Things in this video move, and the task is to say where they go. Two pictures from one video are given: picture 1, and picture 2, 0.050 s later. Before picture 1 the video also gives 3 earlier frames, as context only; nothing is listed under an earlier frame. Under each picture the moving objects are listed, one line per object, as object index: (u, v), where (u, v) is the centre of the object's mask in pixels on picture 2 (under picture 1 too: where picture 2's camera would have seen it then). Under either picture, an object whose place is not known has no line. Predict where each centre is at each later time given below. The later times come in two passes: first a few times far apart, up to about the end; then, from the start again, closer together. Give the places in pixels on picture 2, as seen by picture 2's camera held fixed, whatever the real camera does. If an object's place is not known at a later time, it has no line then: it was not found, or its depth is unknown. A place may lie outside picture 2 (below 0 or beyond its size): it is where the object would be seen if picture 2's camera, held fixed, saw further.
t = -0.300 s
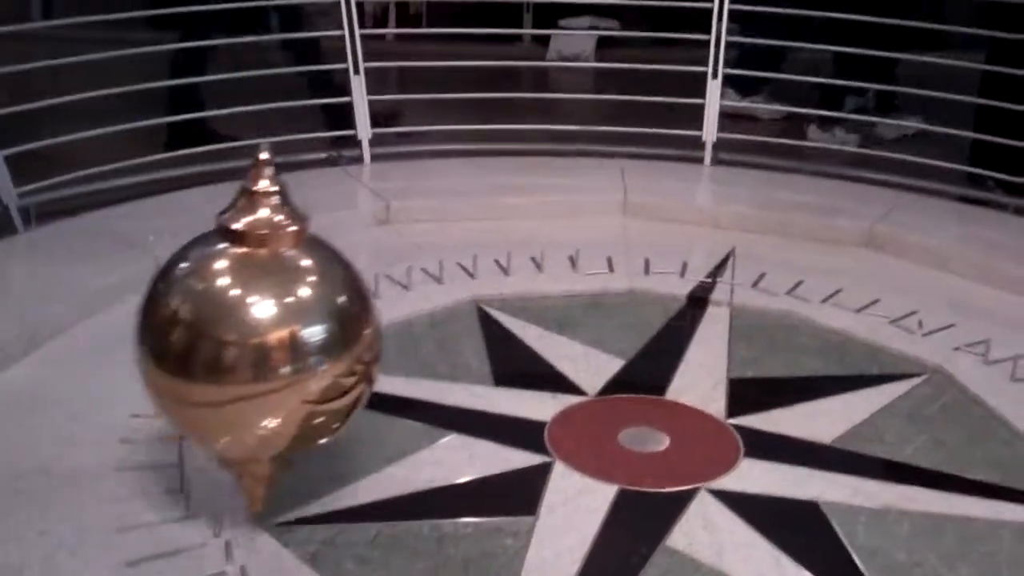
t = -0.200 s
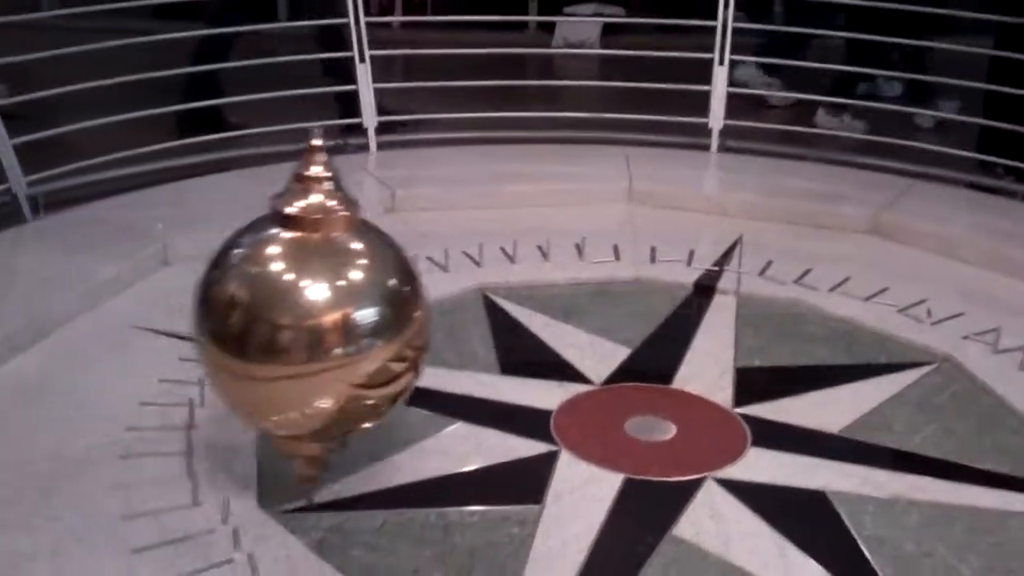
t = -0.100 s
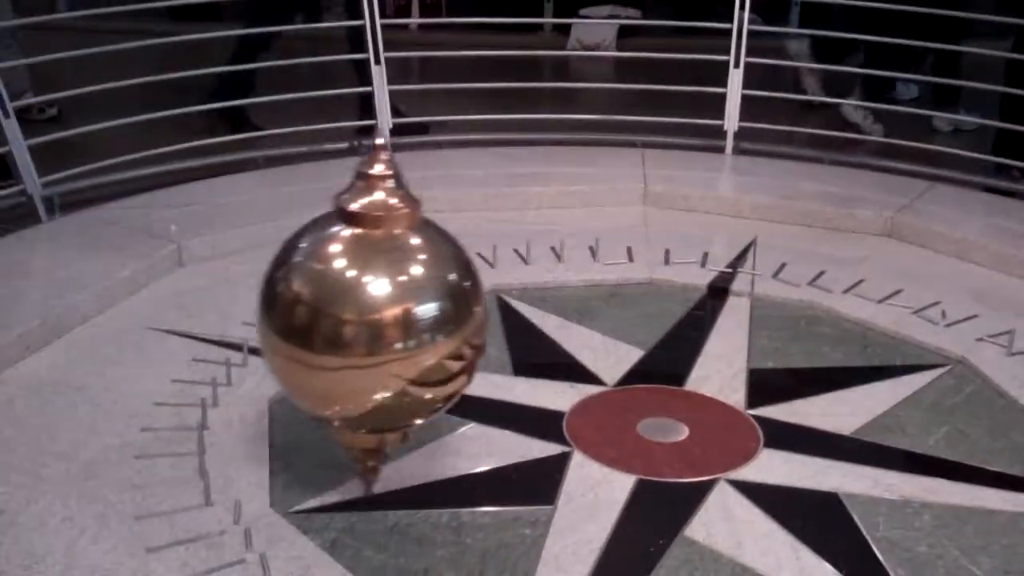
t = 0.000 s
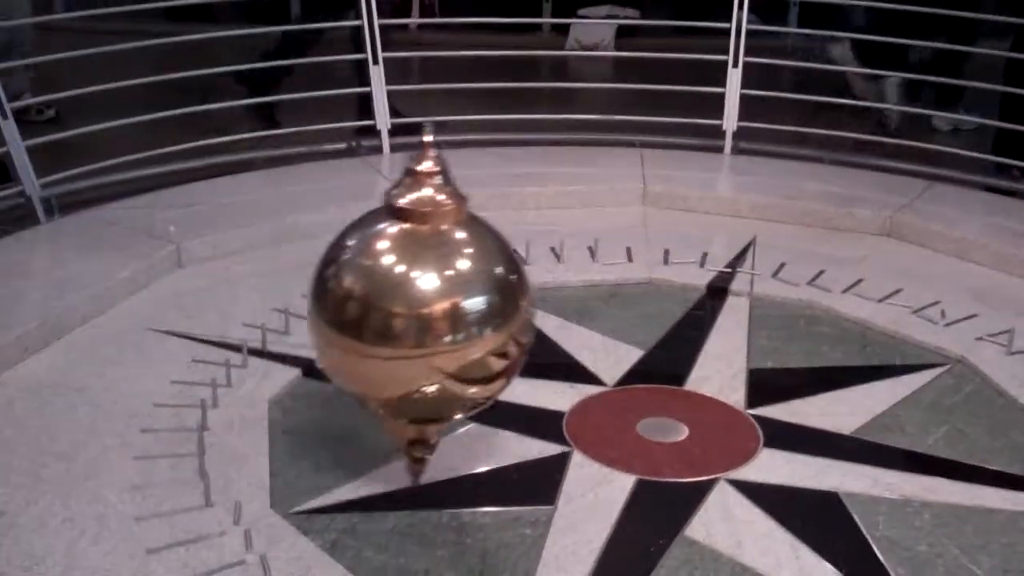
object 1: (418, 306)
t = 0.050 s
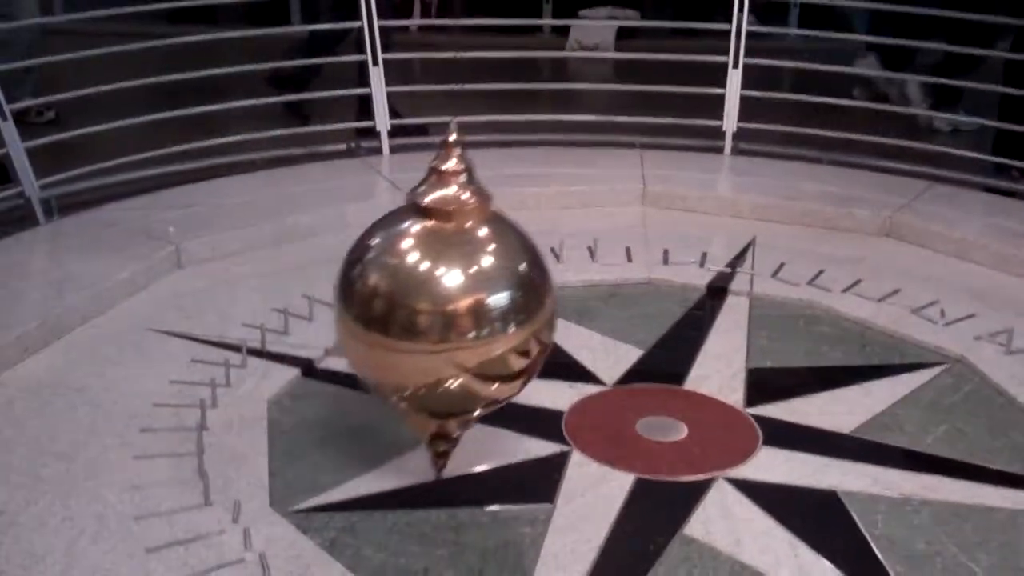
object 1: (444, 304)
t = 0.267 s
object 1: (555, 286)
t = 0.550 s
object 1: (684, 264)
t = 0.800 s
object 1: (791, 240)
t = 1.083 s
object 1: (885, 218)
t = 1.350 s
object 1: (960, 198)
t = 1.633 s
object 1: (1015, 181)
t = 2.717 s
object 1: (1001, 184)
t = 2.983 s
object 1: (941, 201)
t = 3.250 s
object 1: (861, 222)
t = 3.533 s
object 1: (755, 247)
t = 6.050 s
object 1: (262, 327)
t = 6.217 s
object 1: (330, 318)
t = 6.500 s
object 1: (468, 301)
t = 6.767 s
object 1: (596, 278)
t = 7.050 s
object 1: (723, 254)
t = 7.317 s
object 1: (828, 232)
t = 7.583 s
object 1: (914, 213)
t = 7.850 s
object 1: (981, 197)
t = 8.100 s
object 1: (1022, 187)
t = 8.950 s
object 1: (1023, 187)
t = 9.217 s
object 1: (978, 197)
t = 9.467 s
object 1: (916, 211)
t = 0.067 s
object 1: (453, 303)
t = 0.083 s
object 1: (462, 301)
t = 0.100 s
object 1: (472, 300)
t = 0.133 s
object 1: (489, 296)
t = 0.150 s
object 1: (497, 294)
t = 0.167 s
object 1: (505, 294)
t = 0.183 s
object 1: (513, 293)
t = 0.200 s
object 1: (522, 292)
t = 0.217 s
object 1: (530, 290)
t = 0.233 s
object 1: (538, 289)
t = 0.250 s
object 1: (546, 288)
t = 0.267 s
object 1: (555, 286)
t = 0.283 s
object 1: (562, 284)
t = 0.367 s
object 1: (599, 278)
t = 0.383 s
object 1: (607, 277)
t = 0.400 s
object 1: (616, 274)
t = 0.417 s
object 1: (624, 273)
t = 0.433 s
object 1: (632, 273)
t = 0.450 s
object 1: (639, 271)
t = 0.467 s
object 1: (647, 269)
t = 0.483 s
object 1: (655, 266)
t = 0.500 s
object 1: (664, 265)
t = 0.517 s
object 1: (671, 265)
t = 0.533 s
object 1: (677, 265)
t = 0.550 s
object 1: (684, 264)
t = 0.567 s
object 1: (691, 261)
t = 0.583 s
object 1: (699, 258)
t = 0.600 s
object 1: (707, 256)
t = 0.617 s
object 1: (713, 257)
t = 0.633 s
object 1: (720, 256)
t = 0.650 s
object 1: (728, 252)
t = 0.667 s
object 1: (735, 251)
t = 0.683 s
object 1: (742, 251)
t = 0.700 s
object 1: (748, 250)
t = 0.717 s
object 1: (755, 249)
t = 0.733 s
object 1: (761, 247)
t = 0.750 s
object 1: (768, 246)
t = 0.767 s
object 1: (776, 244)
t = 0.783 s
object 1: (783, 241)
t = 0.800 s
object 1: (791, 240)
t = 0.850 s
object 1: (808, 236)
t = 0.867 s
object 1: (813, 234)
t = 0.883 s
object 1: (820, 233)
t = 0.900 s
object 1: (825, 232)
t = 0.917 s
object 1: (832, 231)
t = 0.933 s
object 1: (838, 229)
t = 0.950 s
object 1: (843, 228)
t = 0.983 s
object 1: (854, 226)
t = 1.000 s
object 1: (859, 224)
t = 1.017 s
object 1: (864, 222)
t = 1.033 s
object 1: (869, 221)
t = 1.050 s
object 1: (874, 220)
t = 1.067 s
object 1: (880, 219)
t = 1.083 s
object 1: (885, 218)
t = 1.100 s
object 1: (891, 216)
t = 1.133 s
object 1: (902, 212)
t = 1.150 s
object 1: (906, 211)
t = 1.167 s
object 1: (910, 210)
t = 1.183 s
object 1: (916, 209)
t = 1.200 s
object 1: (921, 207)
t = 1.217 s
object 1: (926, 207)
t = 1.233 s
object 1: (930, 206)
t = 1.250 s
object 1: (934, 204)
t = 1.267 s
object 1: (939, 202)
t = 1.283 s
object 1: (943, 201)
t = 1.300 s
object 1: (948, 201)
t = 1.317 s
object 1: (952, 200)
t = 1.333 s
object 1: (956, 199)
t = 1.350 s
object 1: (960, 198)
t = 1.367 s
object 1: (964, 196)
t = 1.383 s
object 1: (967, 195)
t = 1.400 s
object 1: (970, 193)
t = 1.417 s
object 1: (974, 192)
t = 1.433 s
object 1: (978, 192)
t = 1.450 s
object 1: (982, 192)
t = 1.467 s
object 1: (986, 191)
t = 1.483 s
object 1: (989, 190)
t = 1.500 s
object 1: (992, 189)
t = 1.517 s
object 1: (995, 188)
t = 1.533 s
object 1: (998, 187)
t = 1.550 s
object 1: (1001, 186)
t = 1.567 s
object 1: (1004, 185)
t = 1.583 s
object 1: (1007, 184)
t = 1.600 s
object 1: (1009, 183)
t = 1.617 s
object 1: (1012, 182)
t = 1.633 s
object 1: (1015, 181)
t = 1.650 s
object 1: (1018, 181)
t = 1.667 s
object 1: (1020, 180)
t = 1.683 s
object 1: (1022, 179)
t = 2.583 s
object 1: (1023, 177)
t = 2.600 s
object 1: (1020, 178)
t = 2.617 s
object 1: (1018, 179)
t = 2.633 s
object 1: (1015, 180)
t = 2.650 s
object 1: (1013, 181)
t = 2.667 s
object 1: (1009, 182)
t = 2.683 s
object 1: (1006, 183)
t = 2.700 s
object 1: (1004, 183)
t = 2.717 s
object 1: (1001, 184)
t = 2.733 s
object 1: (997, 186)
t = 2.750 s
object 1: (994, 186)
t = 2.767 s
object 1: (991, 187)
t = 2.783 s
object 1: (988, 188)
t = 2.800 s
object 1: (984, 189)
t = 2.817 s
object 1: (981, 190)
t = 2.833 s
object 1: (977, 191)
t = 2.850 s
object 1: (974, 192)
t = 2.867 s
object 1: (970, 193)
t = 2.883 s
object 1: (966, 194)
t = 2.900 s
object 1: (962, 195)
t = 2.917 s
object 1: (958, 196)
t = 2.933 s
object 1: (954, 197)
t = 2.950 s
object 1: (950, 199)
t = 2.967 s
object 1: (946, 200)
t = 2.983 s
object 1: (941, 201)
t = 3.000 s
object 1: (937, 202)
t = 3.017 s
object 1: (932, 203)
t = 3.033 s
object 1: (928, 204)
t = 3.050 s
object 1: (923, 206)
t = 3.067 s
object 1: (918, 207)
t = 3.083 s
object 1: (913, 208)
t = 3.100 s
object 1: (908, 210)
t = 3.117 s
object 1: (903, 211)
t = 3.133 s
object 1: (898, 212)
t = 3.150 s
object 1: (893, 213)
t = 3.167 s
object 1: (888, 214)
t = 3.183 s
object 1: (882, 216)
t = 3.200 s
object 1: (877, 217)
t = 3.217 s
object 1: (872, 219)
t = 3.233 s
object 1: (866, 221)
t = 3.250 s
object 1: (861, 222)
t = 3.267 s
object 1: (855, 224)
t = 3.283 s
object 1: (849, 224)
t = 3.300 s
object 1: (843, 225)
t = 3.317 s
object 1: (837, 227)
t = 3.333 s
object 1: (831, 229)
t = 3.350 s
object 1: (825, 230)
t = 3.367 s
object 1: (819, 232)
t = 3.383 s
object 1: (813, 233)
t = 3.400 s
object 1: (808, 234)
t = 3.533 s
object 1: (755, 247)
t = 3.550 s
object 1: (748, 249)
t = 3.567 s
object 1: (740, 250)
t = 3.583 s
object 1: (734, 251)
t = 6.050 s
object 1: (262, 327)
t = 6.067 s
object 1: (266, 326)
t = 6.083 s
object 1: (272, 325)
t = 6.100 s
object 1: (278, 324)
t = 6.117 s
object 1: (285, 323)
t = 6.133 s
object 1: (292, 324)
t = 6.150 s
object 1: (300, 324)
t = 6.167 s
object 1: (307, 320)
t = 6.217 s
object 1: (330, 318)
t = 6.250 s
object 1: (346, 316)
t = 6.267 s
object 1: (354, 316)
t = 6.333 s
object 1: (386, 311)
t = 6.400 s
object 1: (417, 306)
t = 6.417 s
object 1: (426, 306)
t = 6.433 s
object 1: (434, 305)
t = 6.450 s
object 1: (442, 303)
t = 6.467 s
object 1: (450, 303)
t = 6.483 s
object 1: (458, 301)
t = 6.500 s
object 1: (468, 301)
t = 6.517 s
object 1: (477, 299)
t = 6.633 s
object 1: (533, 289)
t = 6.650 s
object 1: (541, 289)
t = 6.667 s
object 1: (550, 289)
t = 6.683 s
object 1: (557, 286)
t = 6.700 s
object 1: (564, 284)
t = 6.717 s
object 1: (573, 283)
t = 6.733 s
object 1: (581, 282)
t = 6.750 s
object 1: (588, 279)
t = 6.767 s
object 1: (596, 278)
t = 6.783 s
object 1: (603, 277)
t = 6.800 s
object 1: (611, 274)
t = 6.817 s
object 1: (619, 273)
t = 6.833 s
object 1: (627, 271)
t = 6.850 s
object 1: (634, 270)
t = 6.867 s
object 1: (643, 268)
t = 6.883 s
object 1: (650, 268)
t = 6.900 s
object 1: (658, 266)
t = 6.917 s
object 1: (665, 265)
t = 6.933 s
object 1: (672, 264)
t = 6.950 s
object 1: (679, 263)
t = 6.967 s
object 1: (687, 260)
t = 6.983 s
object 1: (694, 260)
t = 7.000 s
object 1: (702, 258)
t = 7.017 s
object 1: (709, 257)
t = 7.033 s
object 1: (716, 255)
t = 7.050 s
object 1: (723, 254)
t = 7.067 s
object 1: (730, 252)
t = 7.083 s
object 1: (738, 251)
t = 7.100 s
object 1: (744, 250)
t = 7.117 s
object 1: (751, 250)
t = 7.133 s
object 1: (758, 248)
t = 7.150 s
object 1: (765, 248)
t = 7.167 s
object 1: (771, 245)
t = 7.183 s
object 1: (778, 244)
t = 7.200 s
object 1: (784, 243)
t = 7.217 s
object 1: (791, 240)
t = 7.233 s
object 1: (797, 241)
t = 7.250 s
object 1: (804, 239)
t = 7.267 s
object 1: (810, 237)
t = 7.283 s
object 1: (816, 236)
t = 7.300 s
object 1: (822, 233)
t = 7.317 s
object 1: (828, 232)
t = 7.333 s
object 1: (834, 231)
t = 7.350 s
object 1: (840, 229)
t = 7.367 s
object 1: (845, 228)
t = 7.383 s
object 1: (851, 228)
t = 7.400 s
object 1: (857, 226)
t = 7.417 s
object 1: (863, 224)
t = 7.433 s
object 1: (868, 223)
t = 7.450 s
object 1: (873, 222)
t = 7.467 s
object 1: (878, 221)
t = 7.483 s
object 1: (884, 220)
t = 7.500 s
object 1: (889, 218)
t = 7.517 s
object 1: (894, 217)
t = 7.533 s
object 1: (899, 216)
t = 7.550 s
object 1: (905, 215)
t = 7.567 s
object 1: (909, 214)
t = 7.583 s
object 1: (914, 213)
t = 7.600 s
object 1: (919, 212)
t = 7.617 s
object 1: (923, 211)
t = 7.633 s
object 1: (928, 209)
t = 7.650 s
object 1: (933, 208)
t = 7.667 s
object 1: (937, 207)
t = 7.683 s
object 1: (942, 207)
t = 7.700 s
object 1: (946, 206)
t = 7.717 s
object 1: (950, 205)
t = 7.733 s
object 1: (955, 204)
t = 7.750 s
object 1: (959, 203)
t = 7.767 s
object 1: (962, 202)
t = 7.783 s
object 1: (966, 201)
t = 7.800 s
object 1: (970, 200)
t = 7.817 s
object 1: (974, 199)
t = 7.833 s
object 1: (977, 198)
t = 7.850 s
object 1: (981, 197)
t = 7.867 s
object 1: (984, 196)
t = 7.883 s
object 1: (987, 195)
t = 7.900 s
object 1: (990, 194)
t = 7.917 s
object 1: (993, 194)
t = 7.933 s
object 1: (996, 194)
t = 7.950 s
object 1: (999, 192)
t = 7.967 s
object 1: (1002, 192)
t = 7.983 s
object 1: (1005, 191)
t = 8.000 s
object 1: (1008, 190)
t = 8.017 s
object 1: (1011, 190)
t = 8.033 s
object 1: (1013, 189)
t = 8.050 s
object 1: (1016, 189)
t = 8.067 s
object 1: (1018, 188)
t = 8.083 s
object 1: (1020, 187)
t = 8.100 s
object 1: (1022, 187)
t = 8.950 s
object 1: (1023, 187)
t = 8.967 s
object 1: (1021, 187)
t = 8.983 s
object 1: (1019, 187)
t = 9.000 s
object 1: (1017, 188)
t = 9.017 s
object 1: (1014, 188)
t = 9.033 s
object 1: (1012, 190)
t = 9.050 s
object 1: (1009, 190)
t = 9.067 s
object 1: (1005, 191)
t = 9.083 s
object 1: (1003, 191)
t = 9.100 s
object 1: (1000, 192)
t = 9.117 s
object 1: (996, 193)
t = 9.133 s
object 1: (994, 194)
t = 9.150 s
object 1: (991, 194)
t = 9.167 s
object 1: (988, 195)
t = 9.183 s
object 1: (984, 196)
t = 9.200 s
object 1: (981, 196)
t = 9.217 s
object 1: (978, 197)
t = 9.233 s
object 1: (974, 198)
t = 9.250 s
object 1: (971, 198)
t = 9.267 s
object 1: (967, 199)
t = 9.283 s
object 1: (963, 200)
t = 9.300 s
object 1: (959, 202)
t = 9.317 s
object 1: (955, 202)
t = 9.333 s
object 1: (951, 203)
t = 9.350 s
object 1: (947, 205)
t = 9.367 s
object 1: (943, 205)
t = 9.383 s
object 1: (939, 206)
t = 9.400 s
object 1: (935, 207)
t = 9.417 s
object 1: (930, 208)
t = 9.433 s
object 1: (926, 209)
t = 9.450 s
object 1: (921, 210)
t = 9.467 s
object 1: (916, 211)
